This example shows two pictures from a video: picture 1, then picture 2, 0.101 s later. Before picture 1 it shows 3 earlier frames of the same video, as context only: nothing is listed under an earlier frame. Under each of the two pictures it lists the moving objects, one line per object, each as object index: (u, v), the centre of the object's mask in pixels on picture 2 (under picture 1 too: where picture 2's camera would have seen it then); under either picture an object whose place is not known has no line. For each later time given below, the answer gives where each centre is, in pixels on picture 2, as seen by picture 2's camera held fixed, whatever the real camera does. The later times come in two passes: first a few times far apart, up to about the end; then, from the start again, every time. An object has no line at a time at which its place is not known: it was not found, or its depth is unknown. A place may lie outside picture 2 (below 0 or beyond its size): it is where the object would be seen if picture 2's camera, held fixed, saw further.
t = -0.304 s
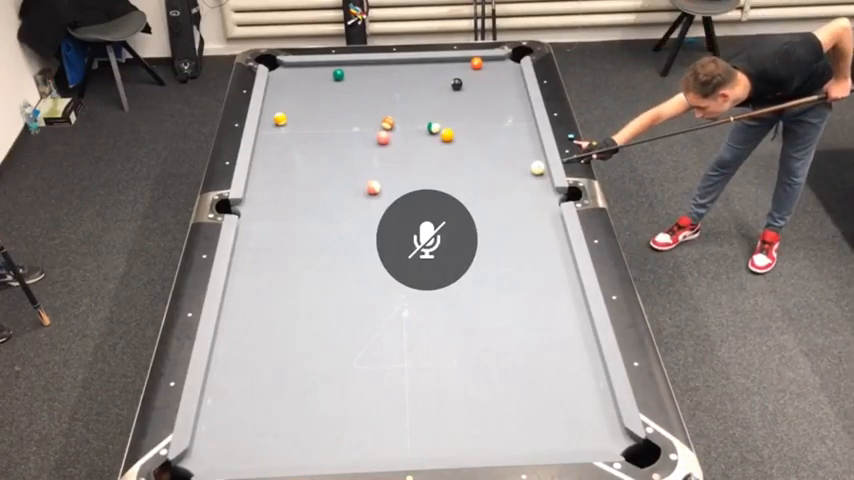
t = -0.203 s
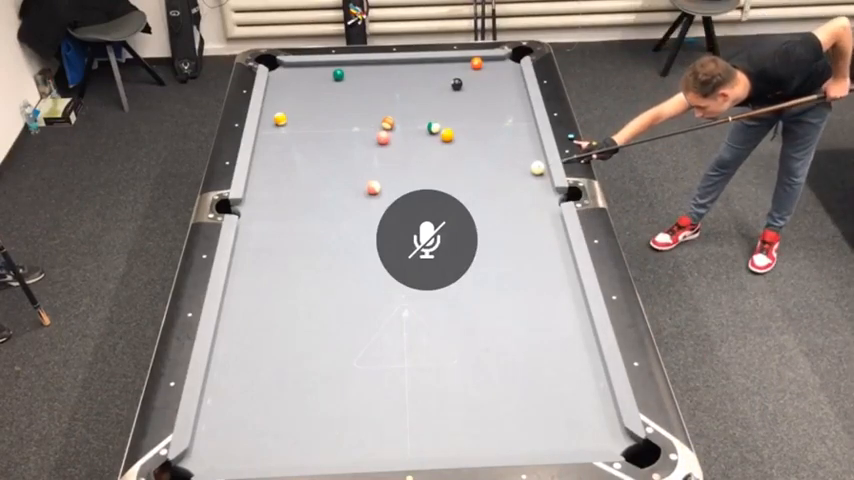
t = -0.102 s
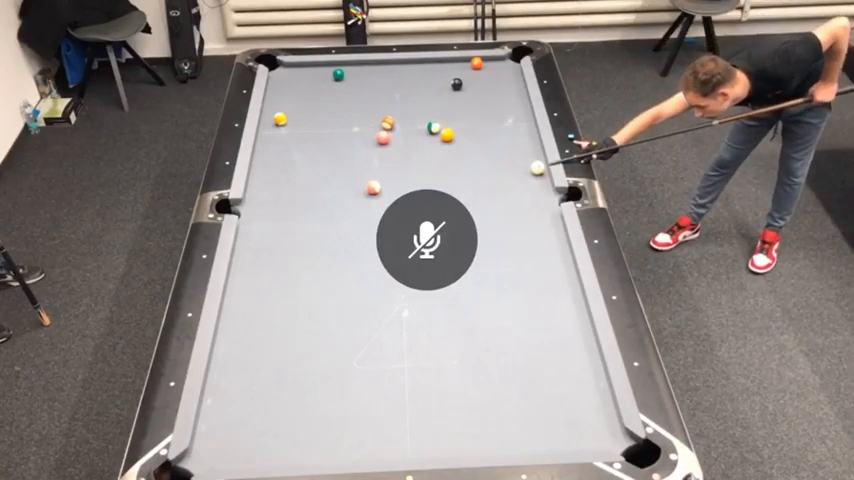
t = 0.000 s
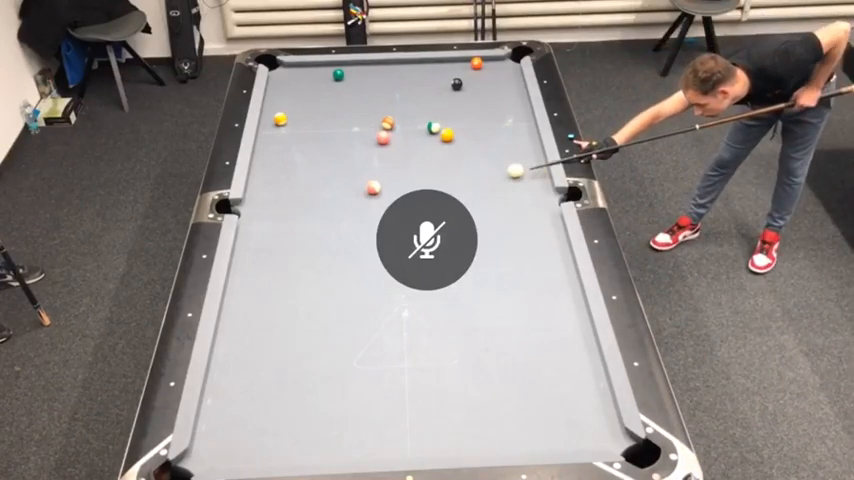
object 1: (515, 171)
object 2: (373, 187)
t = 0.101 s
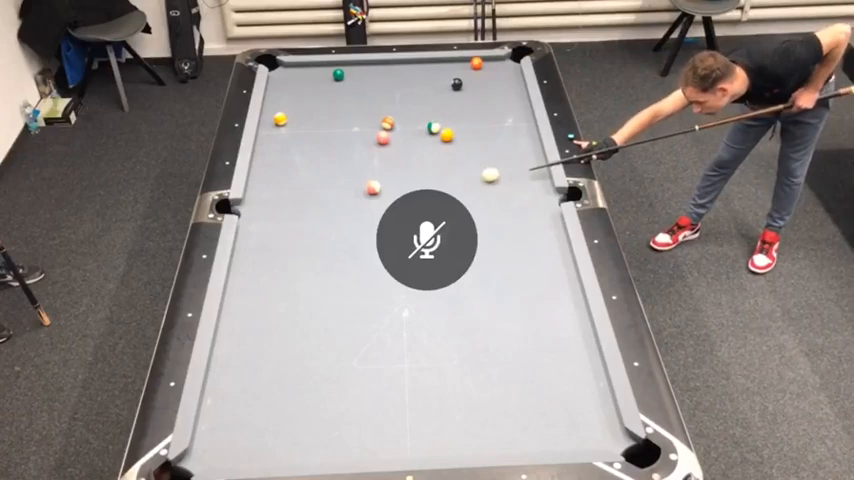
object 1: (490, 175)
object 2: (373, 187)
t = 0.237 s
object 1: (457, 180)
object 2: (373, 187)
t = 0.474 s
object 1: (398, 188)
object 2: (373, 187)
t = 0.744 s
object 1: (365, 206)
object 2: (344, 181)
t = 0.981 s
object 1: (340, 223)
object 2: (319, 175)
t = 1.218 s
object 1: (315, 240)
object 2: (294, 169)
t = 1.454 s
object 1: (288, 257)
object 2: (271, 164)
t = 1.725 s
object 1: (257, 278)
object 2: (263, 159)
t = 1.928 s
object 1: (234, 293)
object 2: (276, 157)
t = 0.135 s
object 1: (482, 176)
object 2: (373, 187)
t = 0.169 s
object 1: (473, 178)
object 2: (373, 187)
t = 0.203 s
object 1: (465, 179)
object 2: (373, 187)
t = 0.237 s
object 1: (457, 180)
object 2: (373, 187)
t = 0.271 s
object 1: (449, 181)
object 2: (373, 187)
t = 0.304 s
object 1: (440, 182)
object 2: (373, 187)
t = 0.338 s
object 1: (432, 183)
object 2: (373, 187)
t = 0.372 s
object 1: (424, 184)
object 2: (373, 187)
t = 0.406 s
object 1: (415, 185)
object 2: (373, 187)
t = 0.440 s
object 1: (407, 186)
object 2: (373, 187)
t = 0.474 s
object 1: (398, 188)
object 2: (373, 187)
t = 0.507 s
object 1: (391, 190)
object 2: (373, 187)
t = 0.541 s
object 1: (385, 191)
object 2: (370, 187)
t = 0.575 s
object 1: (382, 194)
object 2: (365, 186)
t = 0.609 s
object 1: (378, 197)
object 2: (360, 185)
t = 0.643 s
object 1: (375, 199)
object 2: (356, 183)
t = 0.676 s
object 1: (372, 202)
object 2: (352, 182)
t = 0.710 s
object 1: (369, 204)
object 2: (348, 182)
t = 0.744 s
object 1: (365, 206)
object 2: (344, 181)
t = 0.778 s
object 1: (361, 209)
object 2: (342, 181)
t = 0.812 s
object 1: (357, 211)
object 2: (337, 179)
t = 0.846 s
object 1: (354, 213)
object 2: (333, 178)
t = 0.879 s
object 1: (351, 216)
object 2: (329, 178)
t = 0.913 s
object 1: (347, 218)
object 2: (326, 177)
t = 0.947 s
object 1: (343, 221)
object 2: (323, 176)
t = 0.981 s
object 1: (340, 223)
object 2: (319, 175)
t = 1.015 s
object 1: (336, 226)
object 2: (316, 174)
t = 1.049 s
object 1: (333, 228)
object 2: (312, 174)
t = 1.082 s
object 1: (329, 231)
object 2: (308, 173)
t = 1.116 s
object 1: (325, 233)
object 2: (305, 172)
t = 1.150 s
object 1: (322, 235)
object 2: (301, 171)
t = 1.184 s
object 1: (318, 238)
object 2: (298, 171)
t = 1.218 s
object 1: (315, 240)
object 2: (294, 169)
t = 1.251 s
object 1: (311, 243)
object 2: (290, 169)
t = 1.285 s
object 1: (307, 245)
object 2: (287, 168)
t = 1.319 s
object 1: (303, 247)
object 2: (285, 168)
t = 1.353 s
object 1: (300, 250)
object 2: (282, 167)
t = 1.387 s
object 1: (296, 253)
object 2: (277, 166)
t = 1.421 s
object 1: (292, 255)
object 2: (274, 165)
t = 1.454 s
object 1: (288, 257)
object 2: (271, 164)
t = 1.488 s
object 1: (284, 260)
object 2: (268, 164)
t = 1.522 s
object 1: (280, 262)
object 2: (266, 163)
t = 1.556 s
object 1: (276, 265)
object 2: (263, 163)
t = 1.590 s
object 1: (273, 268)
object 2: (259, 162)
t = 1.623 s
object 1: (269, 270)
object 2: (257, 161)
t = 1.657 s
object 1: (265, 273)
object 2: (259, 160)
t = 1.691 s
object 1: (261, 275)
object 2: (261, 160)
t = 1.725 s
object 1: (257, 278)
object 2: (263, 159)
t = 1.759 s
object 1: (253, 281)
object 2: (265, 159)
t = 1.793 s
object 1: (249, 283)
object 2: (268, 159)
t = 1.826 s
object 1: (245, 286)
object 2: (269, 158)
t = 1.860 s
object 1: (242, 288)
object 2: (271, 158)
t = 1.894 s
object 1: (238, 291)
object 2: (273, 157)
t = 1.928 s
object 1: (234, 293)
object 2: (276, 157)
